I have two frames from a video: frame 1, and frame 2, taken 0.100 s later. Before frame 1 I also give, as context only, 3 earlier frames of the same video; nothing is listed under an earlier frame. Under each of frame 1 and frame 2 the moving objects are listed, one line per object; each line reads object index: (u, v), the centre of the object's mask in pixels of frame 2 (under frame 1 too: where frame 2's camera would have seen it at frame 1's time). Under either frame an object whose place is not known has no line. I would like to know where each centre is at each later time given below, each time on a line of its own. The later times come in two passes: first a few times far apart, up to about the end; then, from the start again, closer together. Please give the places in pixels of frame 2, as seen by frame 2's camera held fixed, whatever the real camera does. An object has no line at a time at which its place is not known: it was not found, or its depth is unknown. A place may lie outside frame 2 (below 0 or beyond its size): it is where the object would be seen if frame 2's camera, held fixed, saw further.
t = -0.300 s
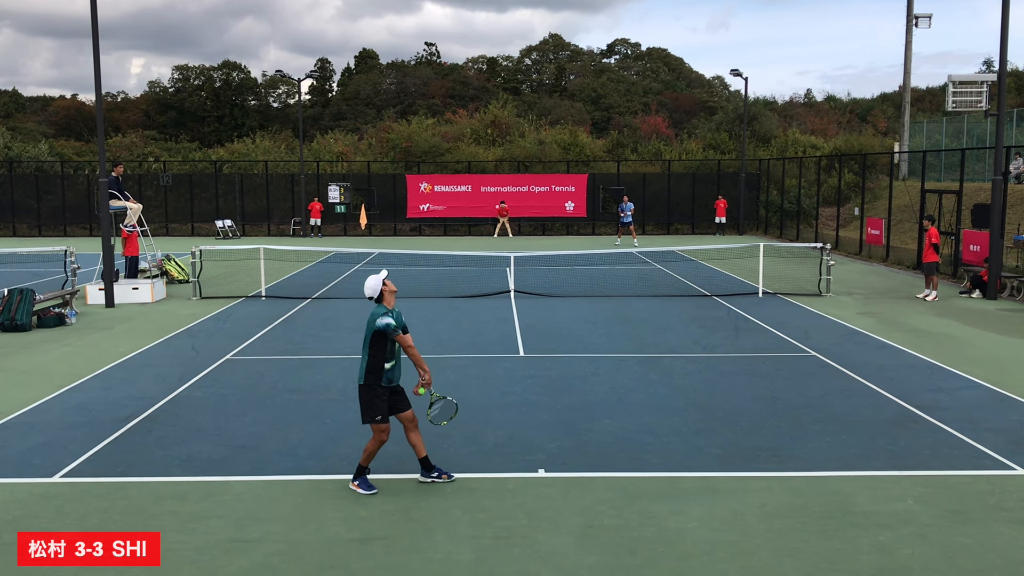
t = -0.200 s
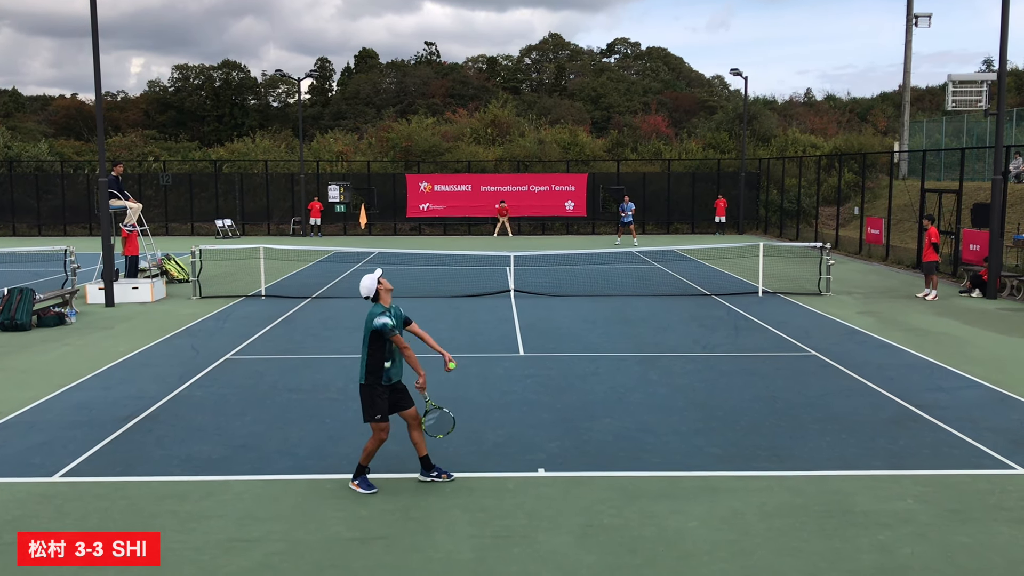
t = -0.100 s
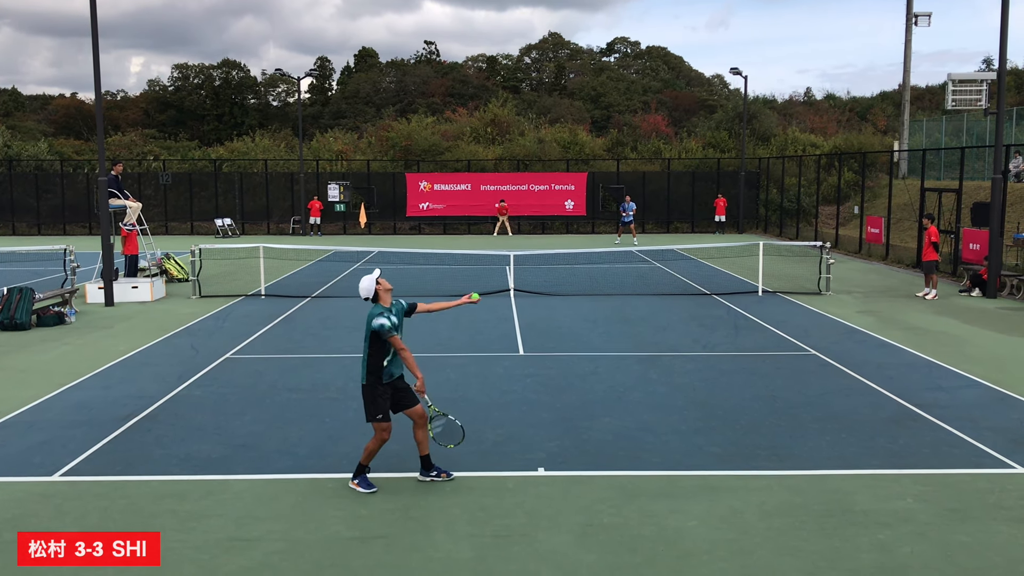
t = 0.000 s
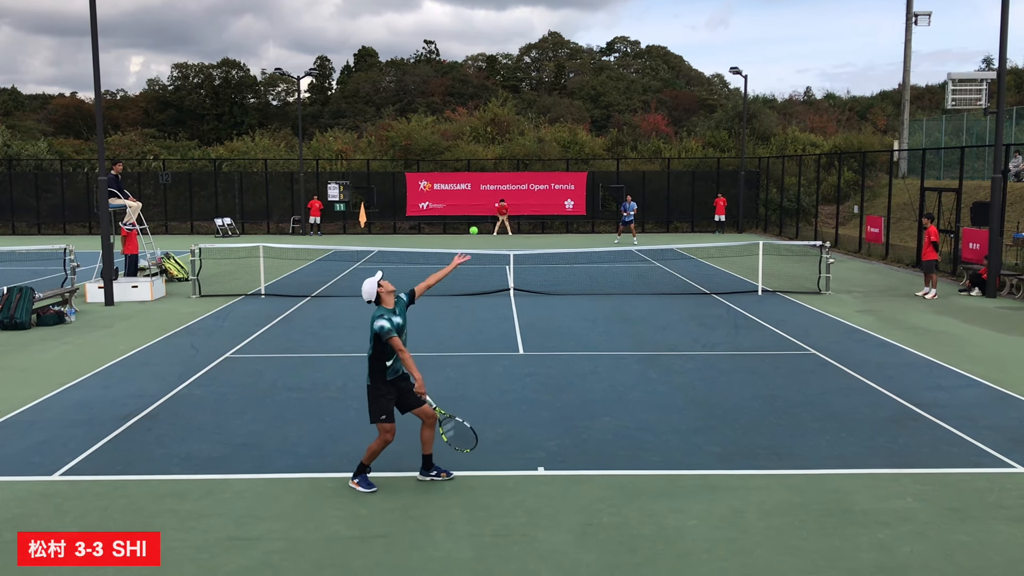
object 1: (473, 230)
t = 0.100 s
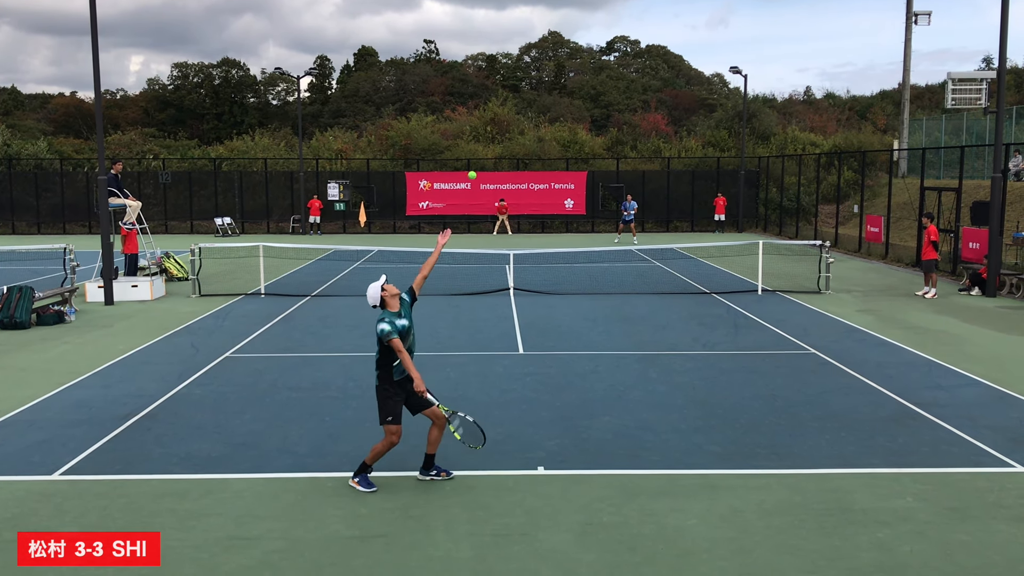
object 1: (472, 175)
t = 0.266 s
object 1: (470, 110)
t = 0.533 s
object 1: (467, 76)
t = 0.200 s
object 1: (470, 132)
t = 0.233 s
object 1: (470, 120)
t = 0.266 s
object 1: (470, 110)
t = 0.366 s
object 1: (469, 88)
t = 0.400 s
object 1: (468, 83)
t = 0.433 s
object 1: (468, 79)
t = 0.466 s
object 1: (468, 77)
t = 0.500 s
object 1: (468, 76)
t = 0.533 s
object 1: (467, 76)
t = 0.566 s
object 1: (467, 77)
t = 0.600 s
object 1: (467, 80)
